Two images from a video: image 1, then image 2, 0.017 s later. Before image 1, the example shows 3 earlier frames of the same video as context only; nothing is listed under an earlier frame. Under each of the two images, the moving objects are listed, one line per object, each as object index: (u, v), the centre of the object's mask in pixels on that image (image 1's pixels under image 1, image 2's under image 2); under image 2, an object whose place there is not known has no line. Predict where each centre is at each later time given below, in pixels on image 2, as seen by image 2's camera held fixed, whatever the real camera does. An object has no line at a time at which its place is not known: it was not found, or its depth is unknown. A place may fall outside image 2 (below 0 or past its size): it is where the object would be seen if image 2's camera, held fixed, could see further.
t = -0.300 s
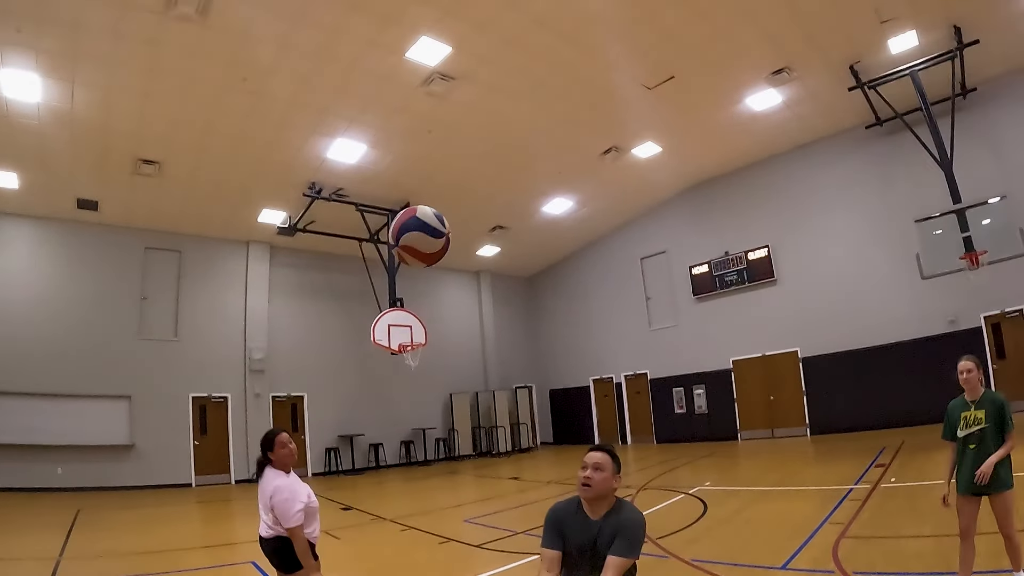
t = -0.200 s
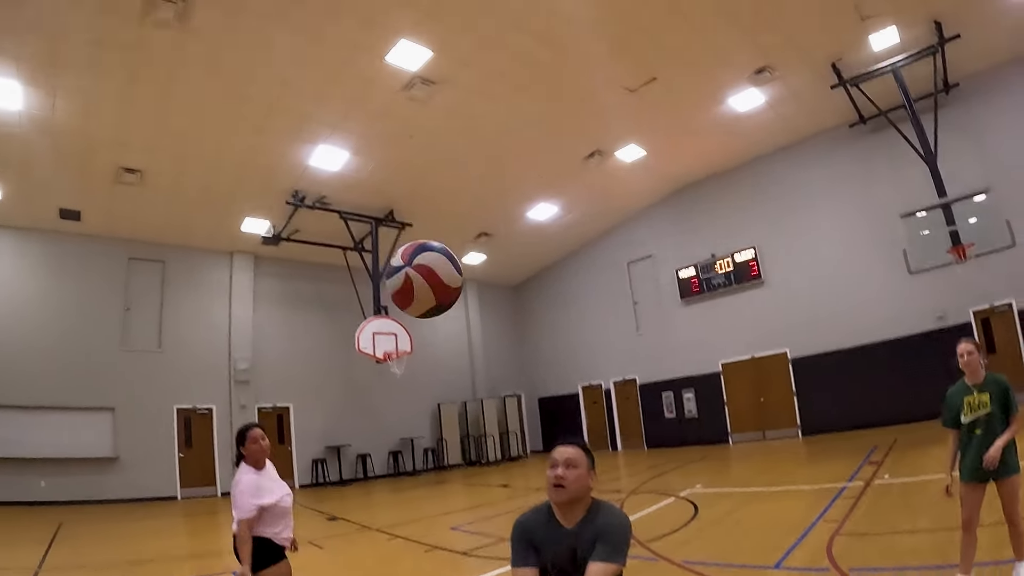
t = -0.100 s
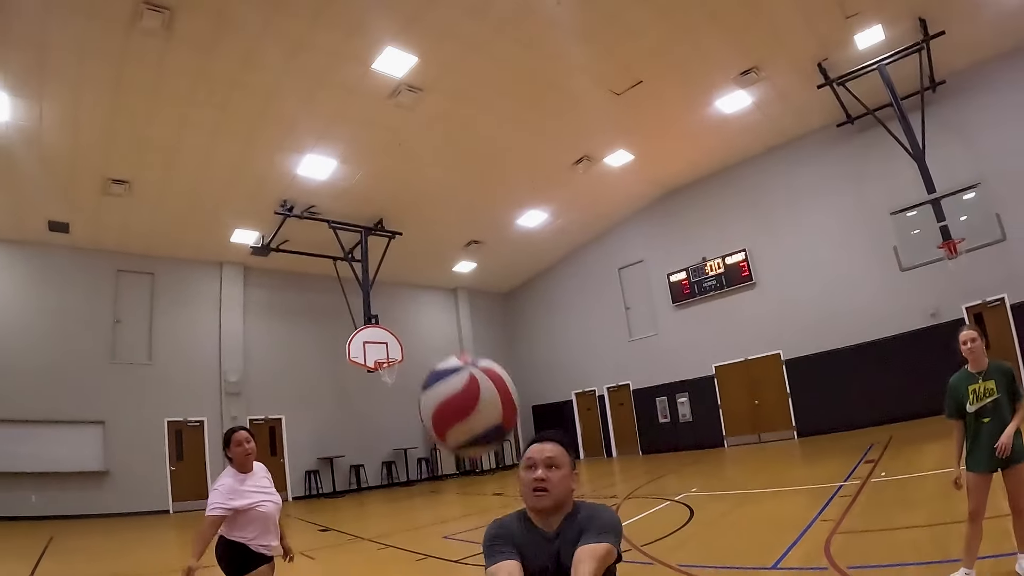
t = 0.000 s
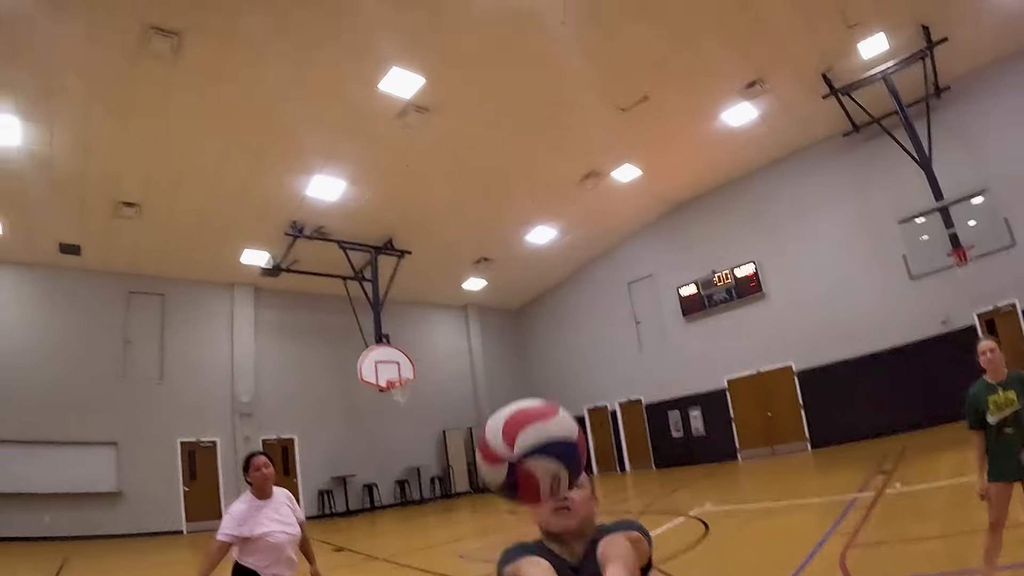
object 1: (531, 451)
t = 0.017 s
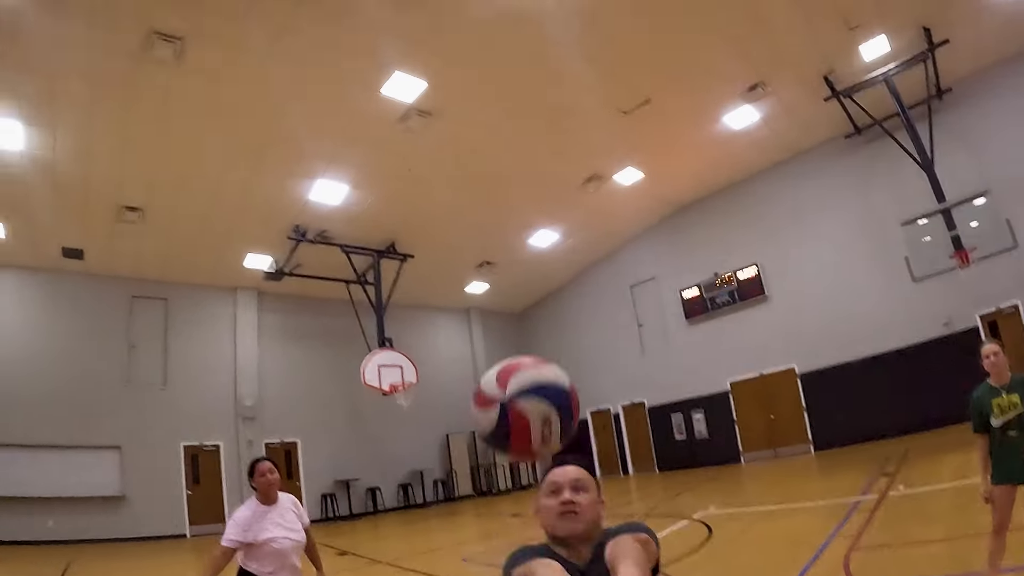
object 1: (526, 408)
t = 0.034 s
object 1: (513, 359)
